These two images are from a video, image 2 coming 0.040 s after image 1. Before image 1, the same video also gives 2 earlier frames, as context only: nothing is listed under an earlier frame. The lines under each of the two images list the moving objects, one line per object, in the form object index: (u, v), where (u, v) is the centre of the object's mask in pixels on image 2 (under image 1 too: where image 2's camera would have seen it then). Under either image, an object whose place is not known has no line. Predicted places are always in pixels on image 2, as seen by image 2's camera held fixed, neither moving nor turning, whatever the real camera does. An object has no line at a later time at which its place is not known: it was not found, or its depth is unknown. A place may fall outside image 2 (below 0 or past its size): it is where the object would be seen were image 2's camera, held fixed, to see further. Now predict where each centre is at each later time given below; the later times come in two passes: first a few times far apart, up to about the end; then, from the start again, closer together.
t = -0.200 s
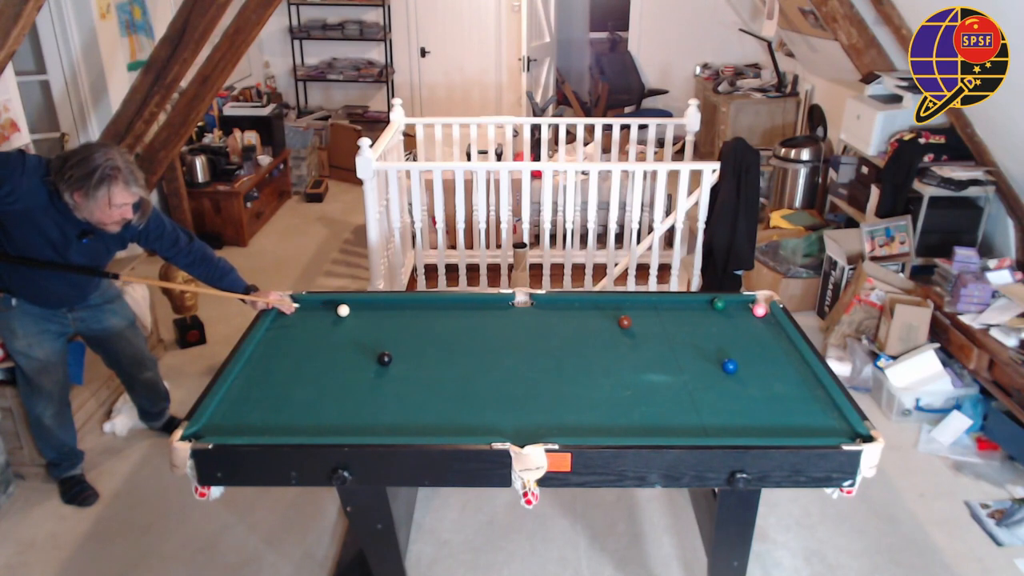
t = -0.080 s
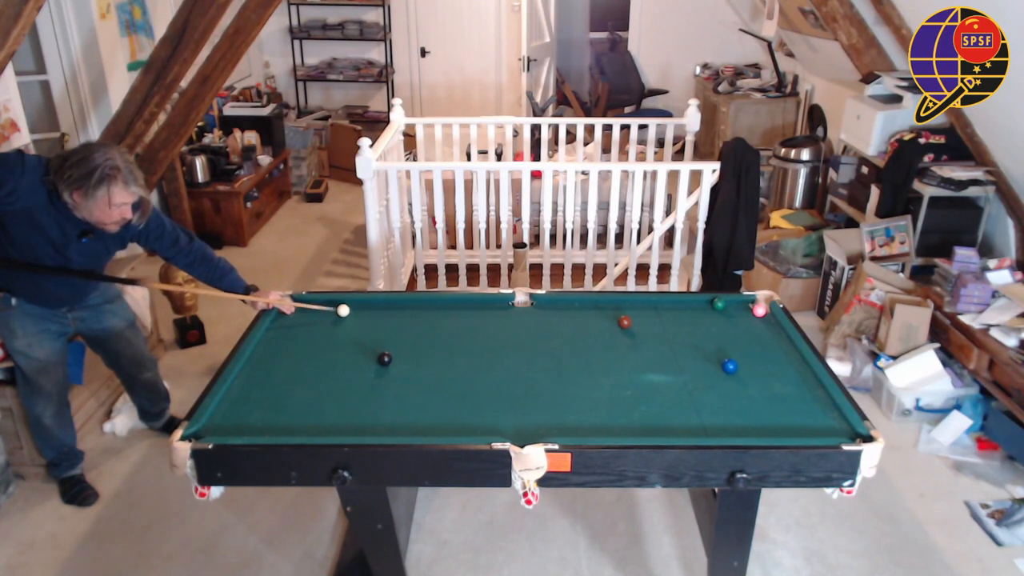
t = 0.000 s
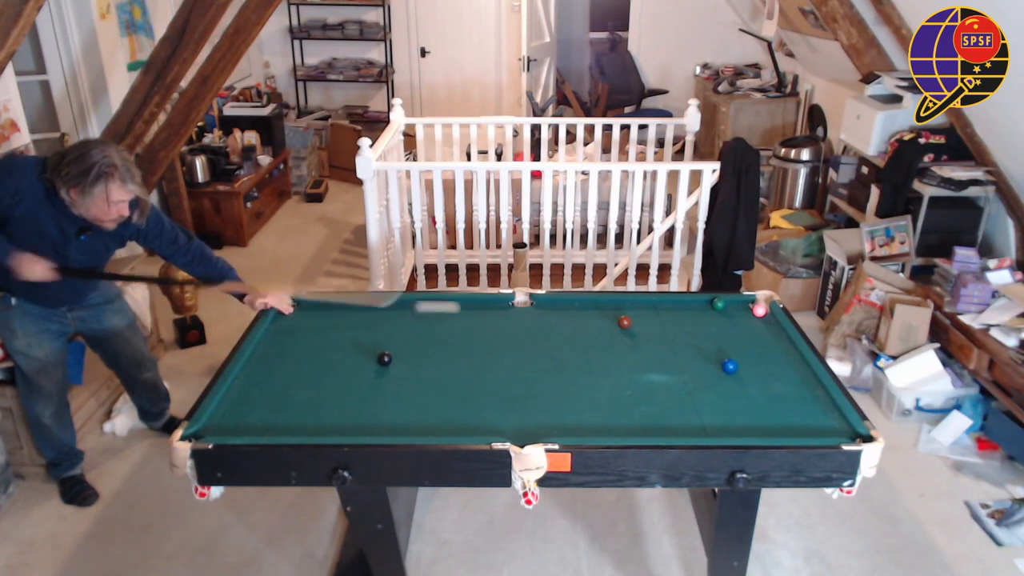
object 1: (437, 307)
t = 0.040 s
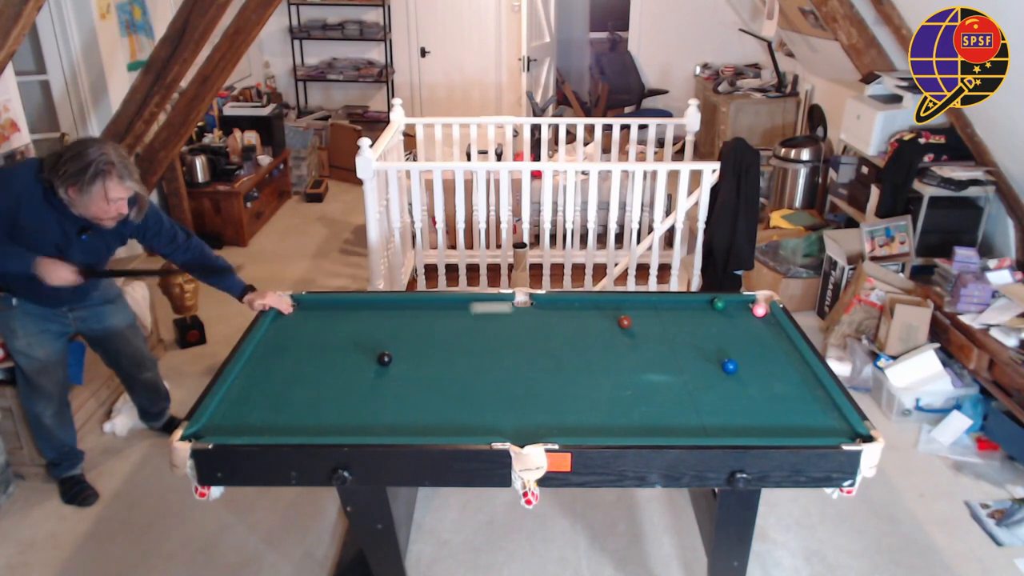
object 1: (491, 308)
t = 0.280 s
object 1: (717, 309)
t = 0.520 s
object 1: (765, 321)
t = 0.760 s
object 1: (769, 331)
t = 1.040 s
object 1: (764, 340)
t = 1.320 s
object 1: (757, 350)
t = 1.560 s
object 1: (752, 357)
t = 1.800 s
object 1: (747, 364)
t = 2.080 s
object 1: (745, 369)
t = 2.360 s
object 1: (745, 374)
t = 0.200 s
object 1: (693, 305)
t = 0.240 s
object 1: (711, 306)
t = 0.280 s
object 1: (717, 309)
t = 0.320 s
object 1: (725, 311)
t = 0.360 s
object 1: (732, 313)
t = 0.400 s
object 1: (740, 315)
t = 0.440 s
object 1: (748, 317)
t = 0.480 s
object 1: (756, 319)
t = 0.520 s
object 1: (765, 321)
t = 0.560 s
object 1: (772, 323)
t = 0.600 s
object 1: (772, 325)
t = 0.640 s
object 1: (771, 326)
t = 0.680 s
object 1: (771, 328)
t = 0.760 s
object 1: (769, 331)
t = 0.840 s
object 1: (767, 334)
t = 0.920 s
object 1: (766, 336)
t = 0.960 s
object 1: (765, 337)
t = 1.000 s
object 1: (764, 339)
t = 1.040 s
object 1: (764, 340)
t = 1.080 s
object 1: (763, 342)
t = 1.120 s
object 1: (762, 343)
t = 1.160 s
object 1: (761, 344)
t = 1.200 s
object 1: (760, 346)
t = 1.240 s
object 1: (759, 347)
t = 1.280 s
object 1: (758, 348)
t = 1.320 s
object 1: (757, 350)
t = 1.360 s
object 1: (756, 351)
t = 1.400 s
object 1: (756, 352)
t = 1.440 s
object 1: (755, 354)
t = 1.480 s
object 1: (754, 355)
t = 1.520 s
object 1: (753, 356)
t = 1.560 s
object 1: (752, 357)
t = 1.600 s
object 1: (751, 358)
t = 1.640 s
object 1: (751, 360)
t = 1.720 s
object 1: (749, 362)
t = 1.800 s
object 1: (747, 364)
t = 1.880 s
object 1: (747, 365)
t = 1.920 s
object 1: (746, 366)
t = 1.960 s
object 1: (745, 367)
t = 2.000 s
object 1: (745, 368)
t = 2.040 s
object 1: (745, 368)
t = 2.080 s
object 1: (745, 369)
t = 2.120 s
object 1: (745, 370)
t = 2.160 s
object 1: (745, 371)
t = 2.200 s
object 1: (745, 372)
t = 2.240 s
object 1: (745, 372)
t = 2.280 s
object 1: (745, 373)
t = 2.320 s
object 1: (744, 374)
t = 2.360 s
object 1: (745, 374)
